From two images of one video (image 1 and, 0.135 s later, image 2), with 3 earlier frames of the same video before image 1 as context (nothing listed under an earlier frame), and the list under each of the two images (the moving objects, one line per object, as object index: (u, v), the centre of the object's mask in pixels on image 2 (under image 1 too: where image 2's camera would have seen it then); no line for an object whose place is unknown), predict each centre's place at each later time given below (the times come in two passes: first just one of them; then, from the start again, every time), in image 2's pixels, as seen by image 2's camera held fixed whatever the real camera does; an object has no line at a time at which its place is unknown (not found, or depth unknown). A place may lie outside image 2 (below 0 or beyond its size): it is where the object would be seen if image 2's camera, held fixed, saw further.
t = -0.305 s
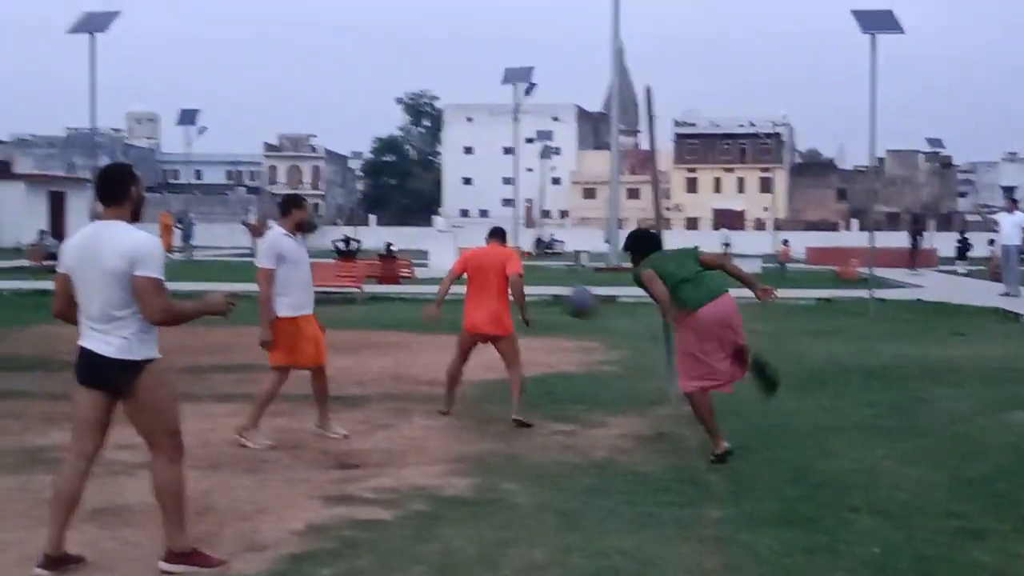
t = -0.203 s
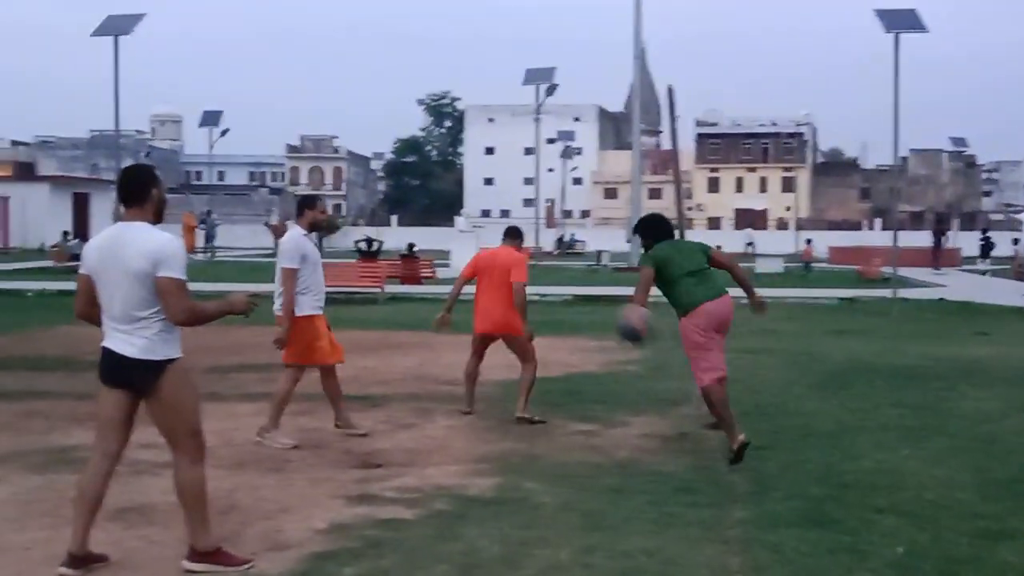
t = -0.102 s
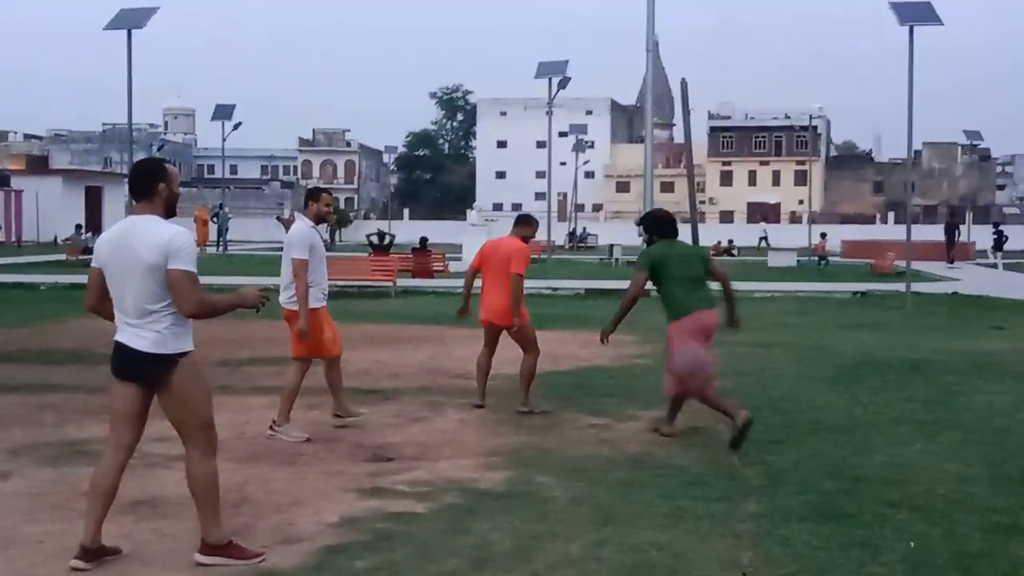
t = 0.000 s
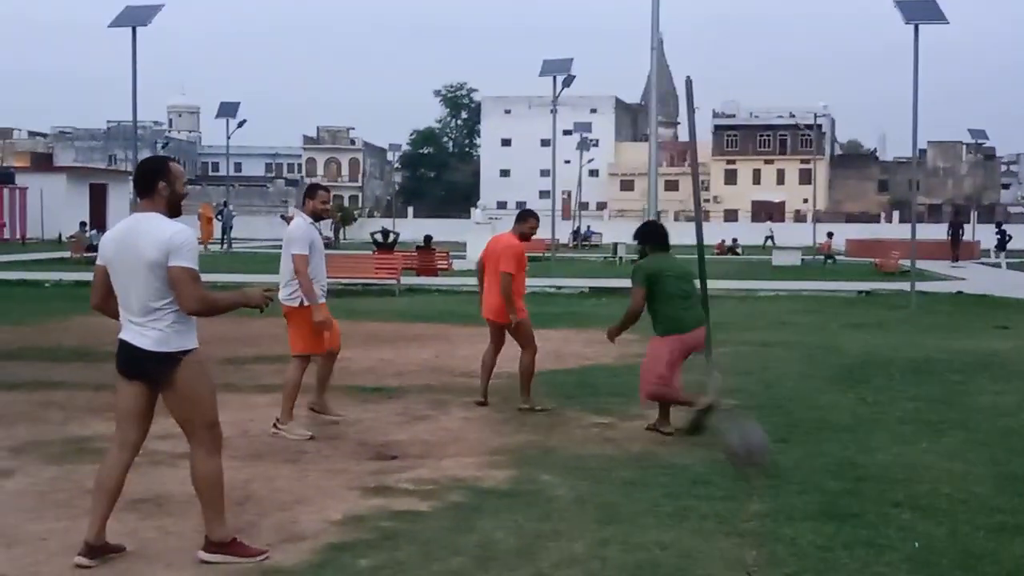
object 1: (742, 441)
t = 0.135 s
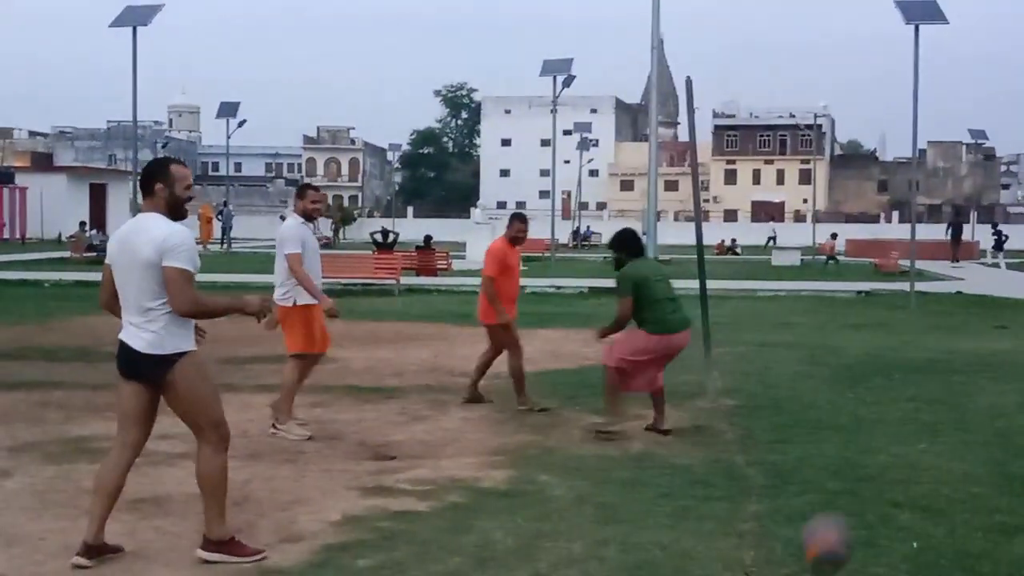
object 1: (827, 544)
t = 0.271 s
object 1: (913, 478)
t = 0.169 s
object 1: (845, 523)
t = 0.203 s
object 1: (868, 504)
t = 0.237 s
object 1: (890, 489)
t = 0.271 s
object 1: (913, 478)
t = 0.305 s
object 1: (938, 467)
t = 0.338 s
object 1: (966, 457)
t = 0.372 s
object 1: (993, 452)
